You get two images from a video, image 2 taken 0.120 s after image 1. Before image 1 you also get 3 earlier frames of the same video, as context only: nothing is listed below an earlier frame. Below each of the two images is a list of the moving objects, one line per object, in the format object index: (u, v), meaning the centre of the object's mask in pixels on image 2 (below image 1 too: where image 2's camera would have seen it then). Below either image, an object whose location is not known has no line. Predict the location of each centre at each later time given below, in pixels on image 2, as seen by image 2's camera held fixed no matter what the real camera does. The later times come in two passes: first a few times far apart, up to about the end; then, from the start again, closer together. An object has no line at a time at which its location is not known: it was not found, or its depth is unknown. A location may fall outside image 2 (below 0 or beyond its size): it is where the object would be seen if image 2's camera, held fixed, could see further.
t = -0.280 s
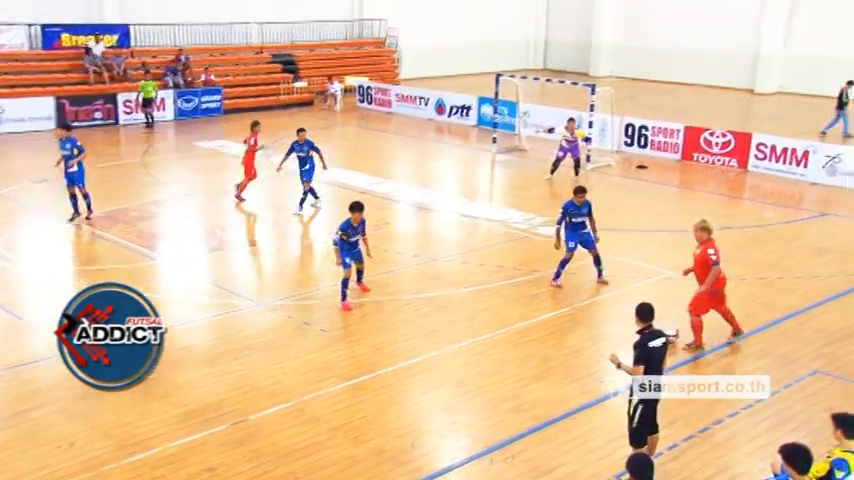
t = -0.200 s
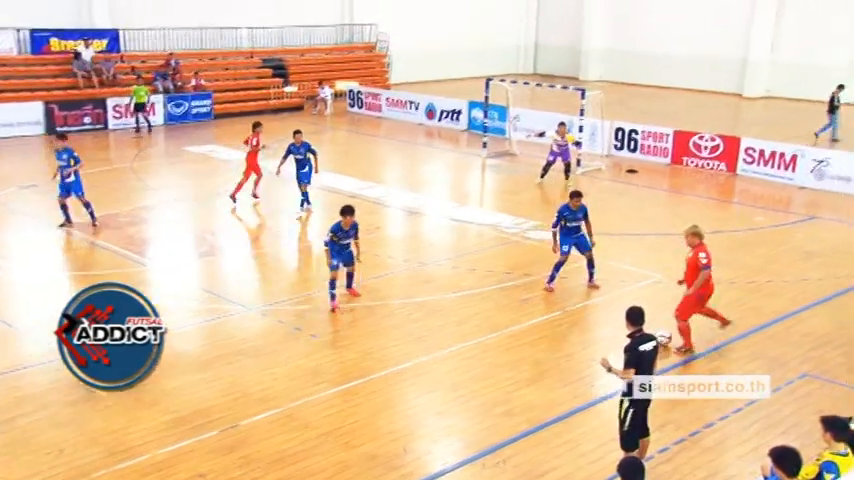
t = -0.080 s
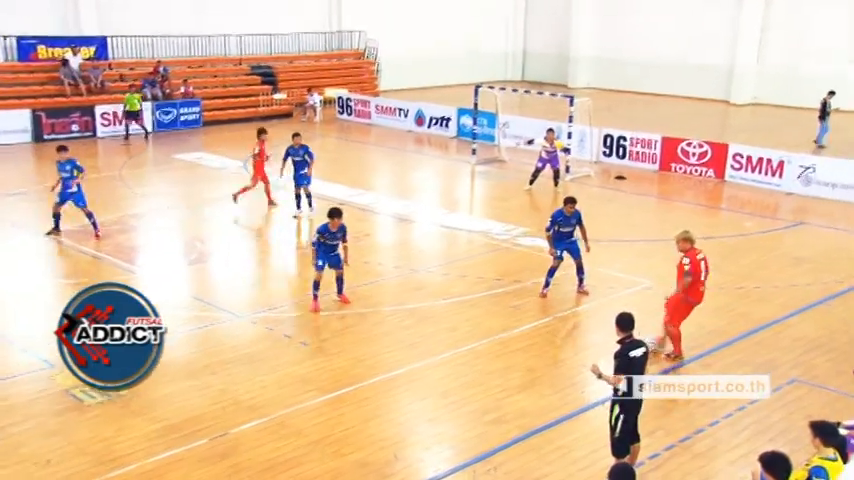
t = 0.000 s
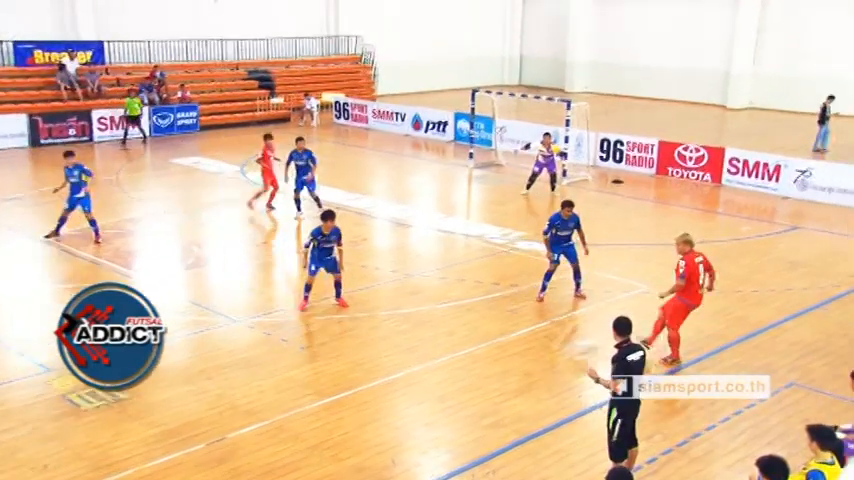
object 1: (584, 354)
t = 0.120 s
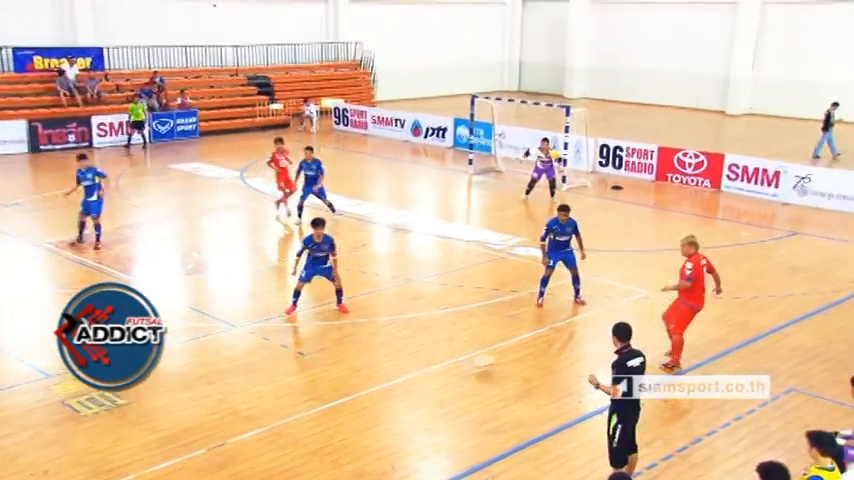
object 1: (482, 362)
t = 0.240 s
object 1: (389, 375)
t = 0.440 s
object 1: (234, 389)
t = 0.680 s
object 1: (54, 408)
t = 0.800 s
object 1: (-32, 419)
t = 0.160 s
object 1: (453, 372)
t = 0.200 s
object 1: (423, 370)
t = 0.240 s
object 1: (389, 375)
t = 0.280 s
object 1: (355, 377)
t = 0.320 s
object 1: (325, 381)
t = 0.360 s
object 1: (295, 383)
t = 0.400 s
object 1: (264, 386)
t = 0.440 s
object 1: (234, 389)
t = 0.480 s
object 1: (204, 393)
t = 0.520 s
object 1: (173, 396)
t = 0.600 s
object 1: (114, 401)
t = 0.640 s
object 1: (82, 405)
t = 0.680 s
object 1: (54, 408)
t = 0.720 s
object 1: (25, 412)
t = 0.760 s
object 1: (-3, 415)
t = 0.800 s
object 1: (-32, 419)
